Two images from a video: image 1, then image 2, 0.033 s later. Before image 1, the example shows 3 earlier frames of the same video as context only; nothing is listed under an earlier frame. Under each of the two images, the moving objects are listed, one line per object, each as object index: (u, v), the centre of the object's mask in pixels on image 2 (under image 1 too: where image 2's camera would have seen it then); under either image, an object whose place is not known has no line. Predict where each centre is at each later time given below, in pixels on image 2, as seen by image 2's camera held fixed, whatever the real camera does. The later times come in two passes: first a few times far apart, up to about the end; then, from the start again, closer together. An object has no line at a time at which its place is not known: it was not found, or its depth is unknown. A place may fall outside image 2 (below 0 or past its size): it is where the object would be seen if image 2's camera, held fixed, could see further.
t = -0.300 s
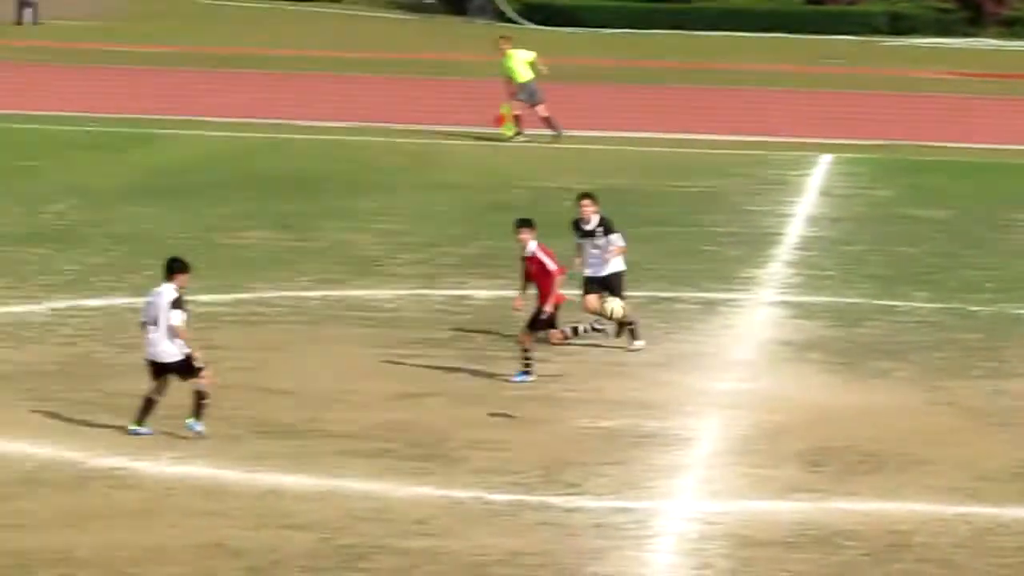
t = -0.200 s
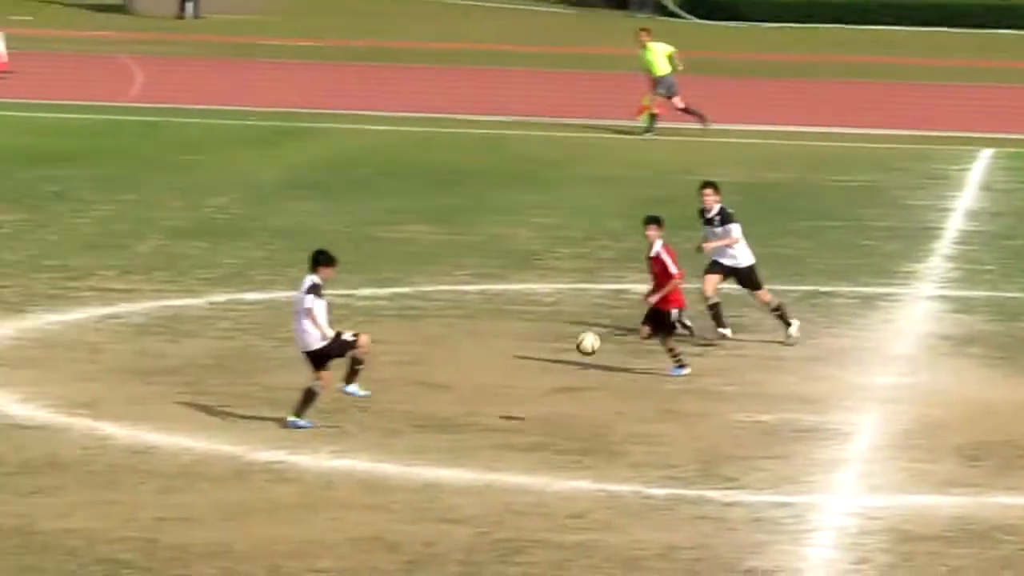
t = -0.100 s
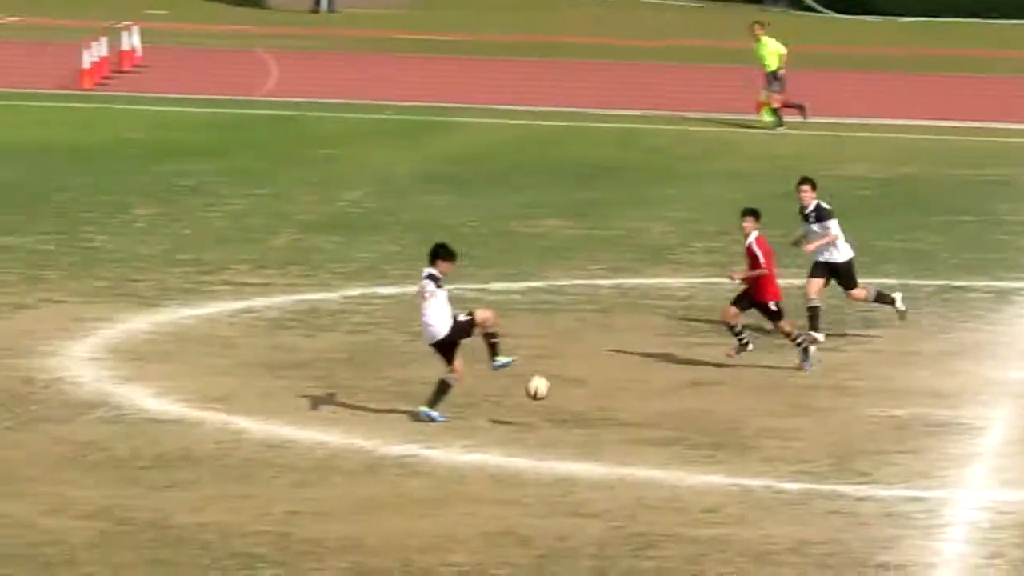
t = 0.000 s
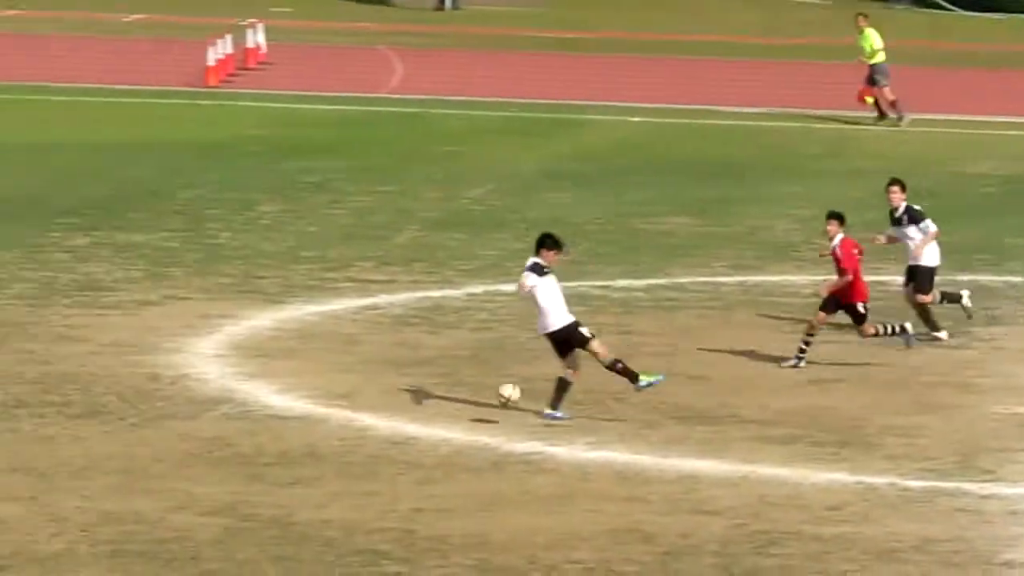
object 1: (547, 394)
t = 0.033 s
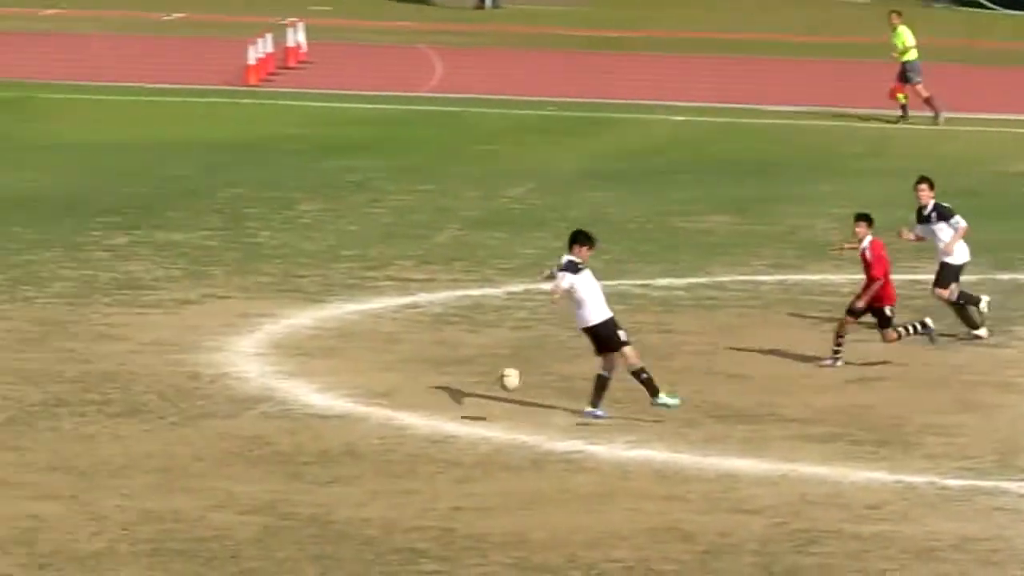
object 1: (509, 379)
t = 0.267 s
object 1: (241, 322)
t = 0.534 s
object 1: (-74, 343)
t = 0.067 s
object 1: (472, 365)
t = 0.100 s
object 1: (436, 352)
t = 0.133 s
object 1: (396, 342)
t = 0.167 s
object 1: (357, 337)
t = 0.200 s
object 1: (318, 330)
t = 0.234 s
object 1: (278, 326)
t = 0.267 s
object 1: (241, 322)
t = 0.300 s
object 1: (202, 319)
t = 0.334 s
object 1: (162, 318)
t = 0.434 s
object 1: (44, 325)
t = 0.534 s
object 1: (-74, 343)
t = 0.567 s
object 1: (-115, 353)
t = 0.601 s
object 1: (-155, 364)
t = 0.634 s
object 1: (-196, 376)
